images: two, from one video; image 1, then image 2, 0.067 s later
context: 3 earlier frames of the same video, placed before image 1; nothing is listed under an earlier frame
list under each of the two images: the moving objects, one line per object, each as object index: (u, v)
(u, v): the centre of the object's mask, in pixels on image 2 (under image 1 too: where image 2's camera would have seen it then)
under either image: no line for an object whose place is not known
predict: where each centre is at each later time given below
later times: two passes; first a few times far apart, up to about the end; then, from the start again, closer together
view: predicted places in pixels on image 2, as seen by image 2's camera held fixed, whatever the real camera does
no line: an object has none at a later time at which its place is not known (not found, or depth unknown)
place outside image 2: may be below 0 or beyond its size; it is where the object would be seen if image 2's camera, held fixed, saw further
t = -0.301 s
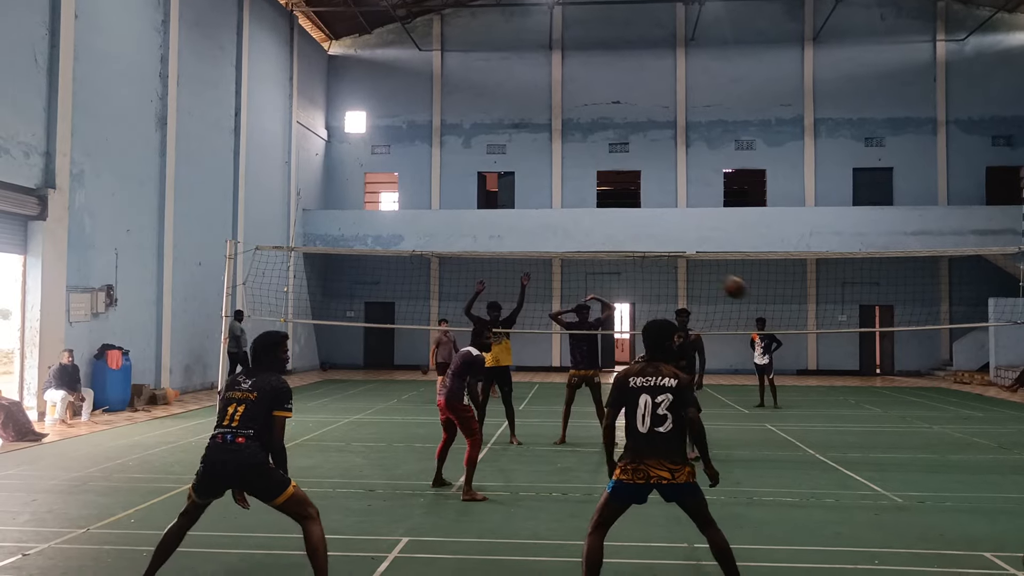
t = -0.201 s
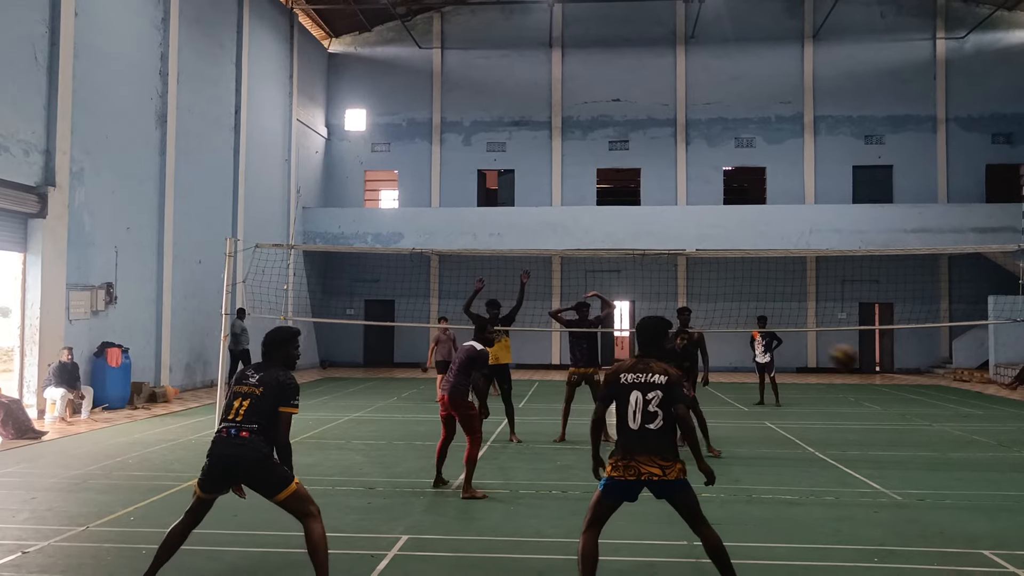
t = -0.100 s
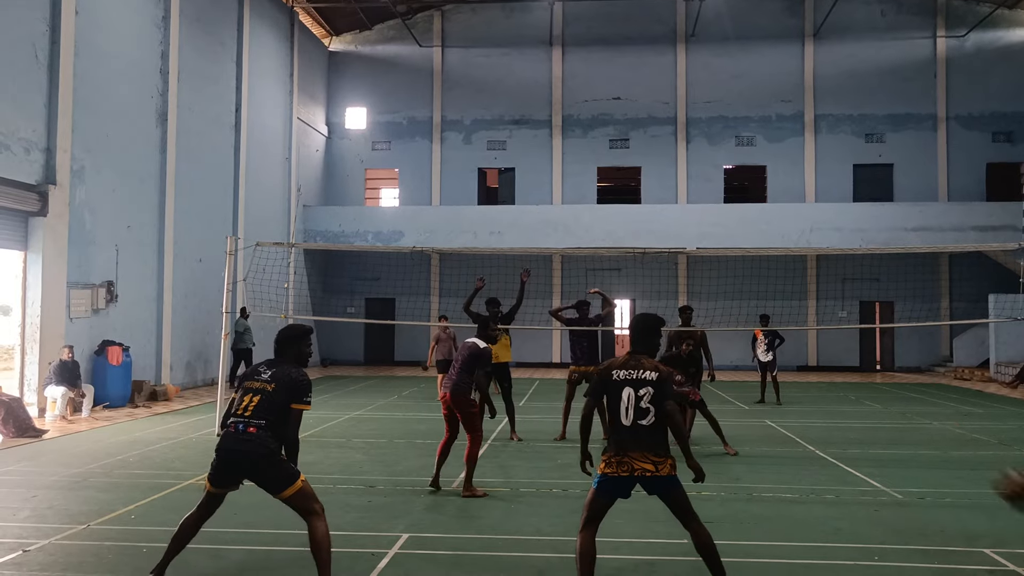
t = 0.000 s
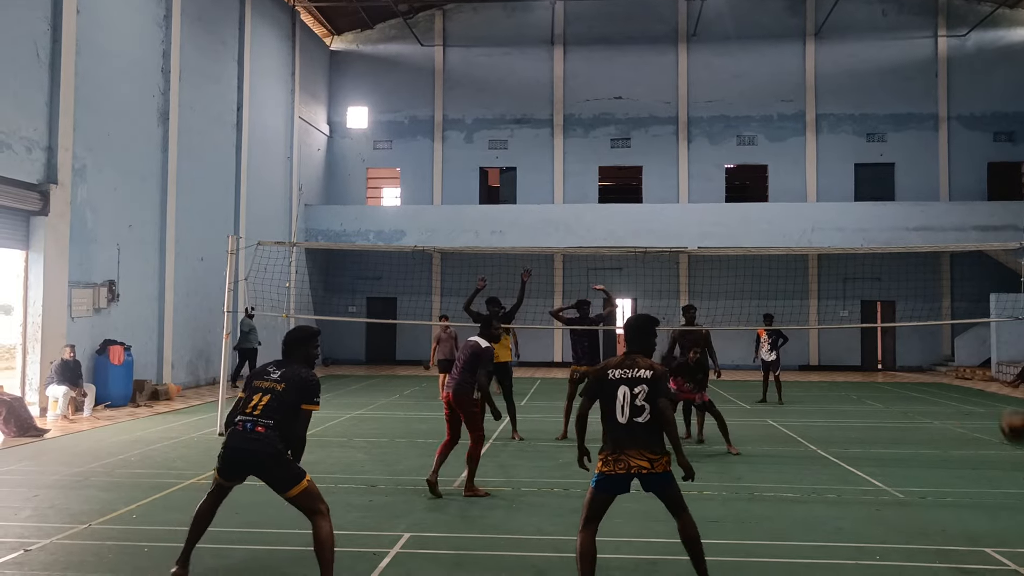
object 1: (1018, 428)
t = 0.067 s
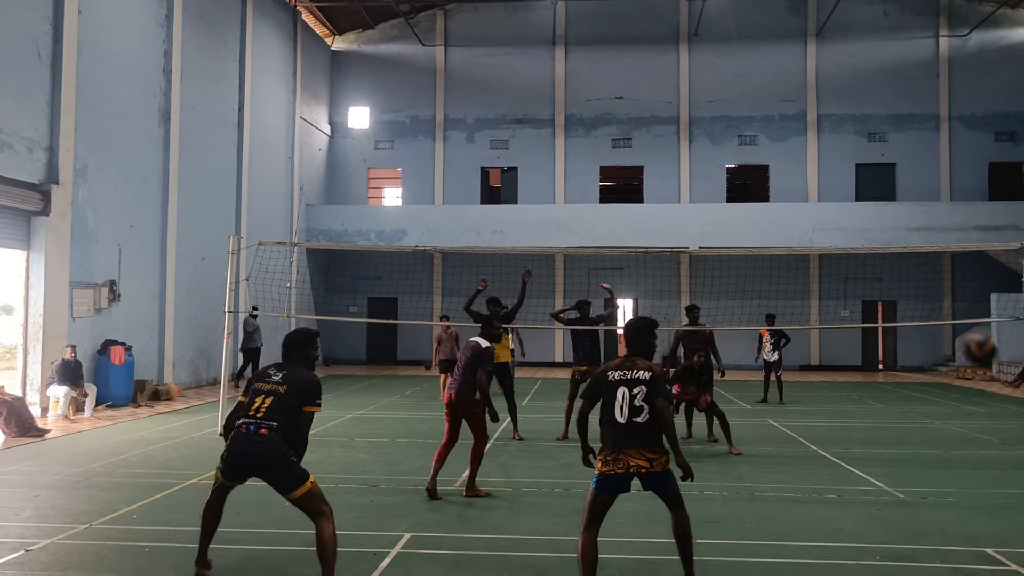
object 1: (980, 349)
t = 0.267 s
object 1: (891, 193)
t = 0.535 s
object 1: (808, 100)
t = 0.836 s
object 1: (740, 95)
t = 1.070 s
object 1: (699, 138)
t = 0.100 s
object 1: (962, 319)
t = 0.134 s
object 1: (943, 287)
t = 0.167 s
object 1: (928, 261)
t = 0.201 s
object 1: (916, 237)
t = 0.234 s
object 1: (904, 215)
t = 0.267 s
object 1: (891, 193)
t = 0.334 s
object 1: (868, 161)
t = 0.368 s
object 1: (856, 147)
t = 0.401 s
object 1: (845, 134)
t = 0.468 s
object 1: (826, 115)
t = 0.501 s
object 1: (817, 107)
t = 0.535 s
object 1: (808, 100)
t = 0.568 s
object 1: (798, 95)
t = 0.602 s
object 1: (790, 92)
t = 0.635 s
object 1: (782, 90)
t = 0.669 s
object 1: (774, 88)
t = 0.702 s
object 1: (767, 87)
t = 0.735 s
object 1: (760, 88)
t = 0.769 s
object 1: (752, 89)
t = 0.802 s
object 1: (746, 92)
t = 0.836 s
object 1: (740, 95)
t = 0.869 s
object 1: (733, 99)
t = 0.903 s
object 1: (727, 104)
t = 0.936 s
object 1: (721, 109)
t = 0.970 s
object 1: (715, 116)
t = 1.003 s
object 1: (710, 122)
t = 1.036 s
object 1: (704, 130)
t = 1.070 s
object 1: (699, 138)
